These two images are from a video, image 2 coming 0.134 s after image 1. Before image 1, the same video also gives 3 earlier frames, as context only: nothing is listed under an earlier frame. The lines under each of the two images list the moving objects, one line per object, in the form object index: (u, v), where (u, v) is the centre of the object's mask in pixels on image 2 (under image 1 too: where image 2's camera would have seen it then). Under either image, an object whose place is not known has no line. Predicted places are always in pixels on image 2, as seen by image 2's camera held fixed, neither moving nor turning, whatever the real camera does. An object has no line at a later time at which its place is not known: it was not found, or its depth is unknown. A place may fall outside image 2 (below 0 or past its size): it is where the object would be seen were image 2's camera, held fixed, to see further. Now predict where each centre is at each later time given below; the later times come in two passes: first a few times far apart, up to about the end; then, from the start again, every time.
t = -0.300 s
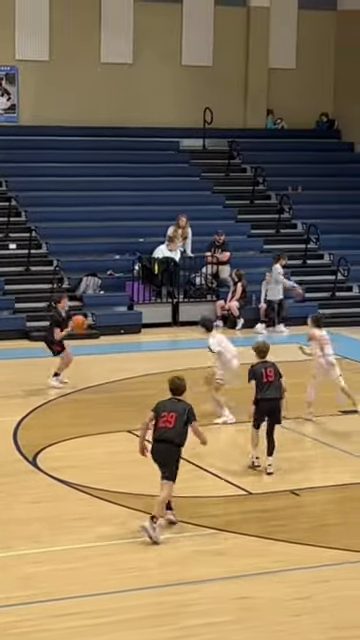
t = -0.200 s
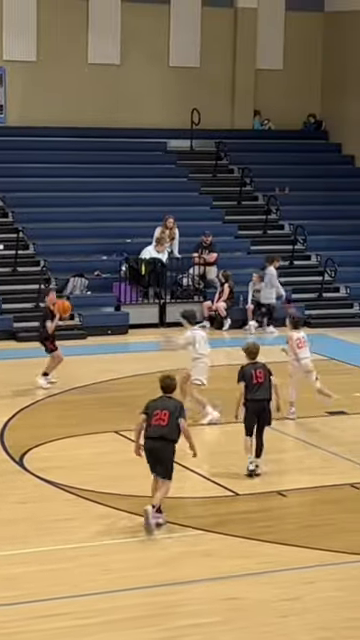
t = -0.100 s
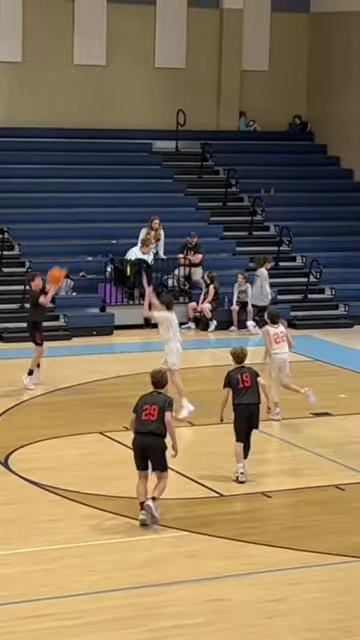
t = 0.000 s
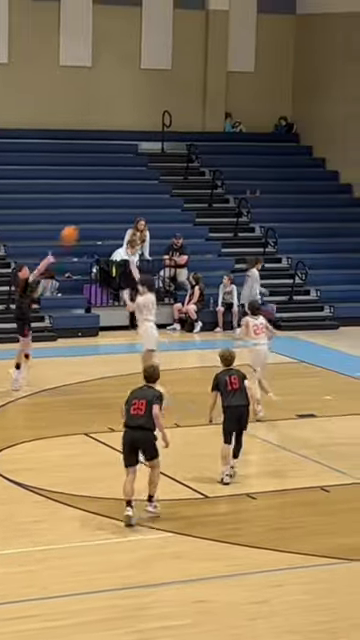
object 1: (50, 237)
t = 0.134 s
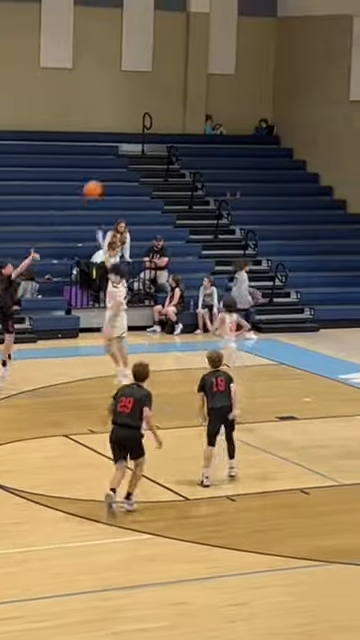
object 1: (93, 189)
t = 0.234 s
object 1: (126, 161)
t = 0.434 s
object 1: (193, 125)
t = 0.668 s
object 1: (271, 115)
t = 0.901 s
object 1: (349, 145)
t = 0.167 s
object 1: (104, 180)
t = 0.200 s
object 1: (115, 170)
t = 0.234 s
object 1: (126, 161)
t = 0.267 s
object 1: (137, 153)
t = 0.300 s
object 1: (147, 146)
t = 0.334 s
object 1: (158, 140)
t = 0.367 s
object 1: (169, 133)
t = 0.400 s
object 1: (181, 128)
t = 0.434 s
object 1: (193, 125)
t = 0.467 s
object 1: (204, 118)
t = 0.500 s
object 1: (215, 117)
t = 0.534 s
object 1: (226, 115)
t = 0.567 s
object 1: (237, 115)
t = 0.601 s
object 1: (248, 114)
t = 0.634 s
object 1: (259, 114)
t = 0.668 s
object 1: (271, 115)
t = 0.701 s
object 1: (282, 117)
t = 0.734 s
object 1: (292, 120)
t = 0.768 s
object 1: (304, 124)
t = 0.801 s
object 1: (315, 128)
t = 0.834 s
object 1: (326, 134)
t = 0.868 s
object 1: (337, 139)
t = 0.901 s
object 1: (349, 145)
